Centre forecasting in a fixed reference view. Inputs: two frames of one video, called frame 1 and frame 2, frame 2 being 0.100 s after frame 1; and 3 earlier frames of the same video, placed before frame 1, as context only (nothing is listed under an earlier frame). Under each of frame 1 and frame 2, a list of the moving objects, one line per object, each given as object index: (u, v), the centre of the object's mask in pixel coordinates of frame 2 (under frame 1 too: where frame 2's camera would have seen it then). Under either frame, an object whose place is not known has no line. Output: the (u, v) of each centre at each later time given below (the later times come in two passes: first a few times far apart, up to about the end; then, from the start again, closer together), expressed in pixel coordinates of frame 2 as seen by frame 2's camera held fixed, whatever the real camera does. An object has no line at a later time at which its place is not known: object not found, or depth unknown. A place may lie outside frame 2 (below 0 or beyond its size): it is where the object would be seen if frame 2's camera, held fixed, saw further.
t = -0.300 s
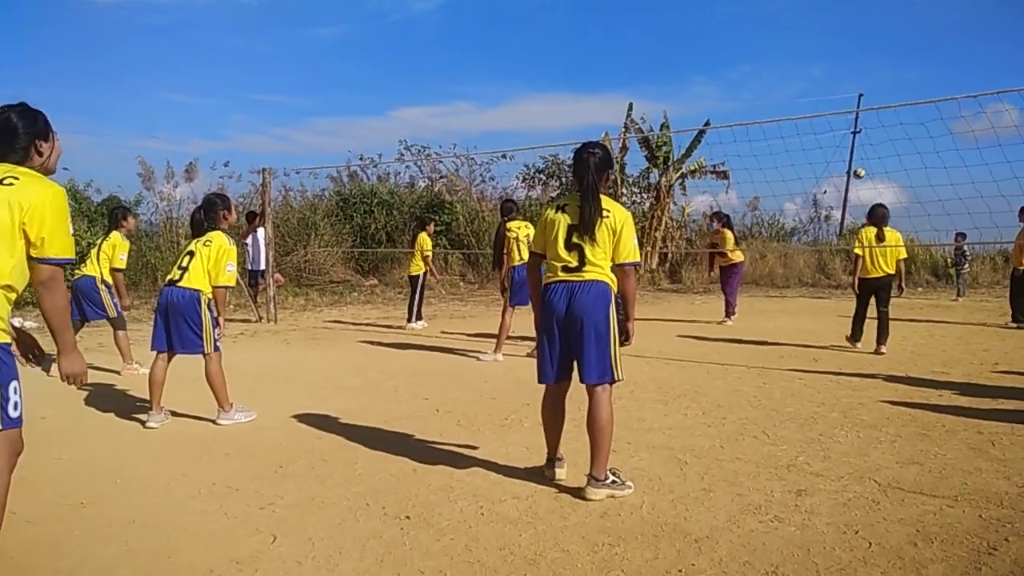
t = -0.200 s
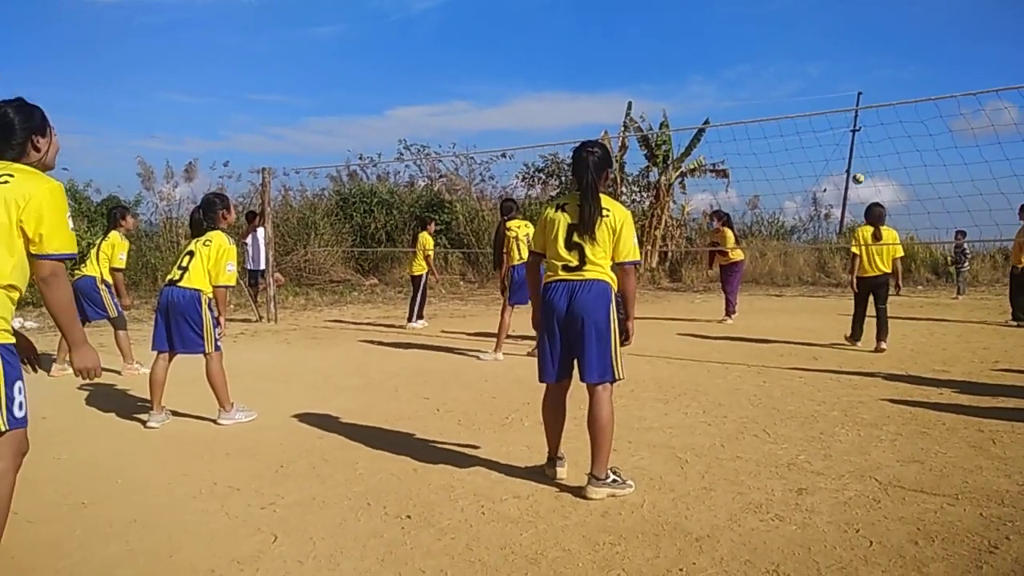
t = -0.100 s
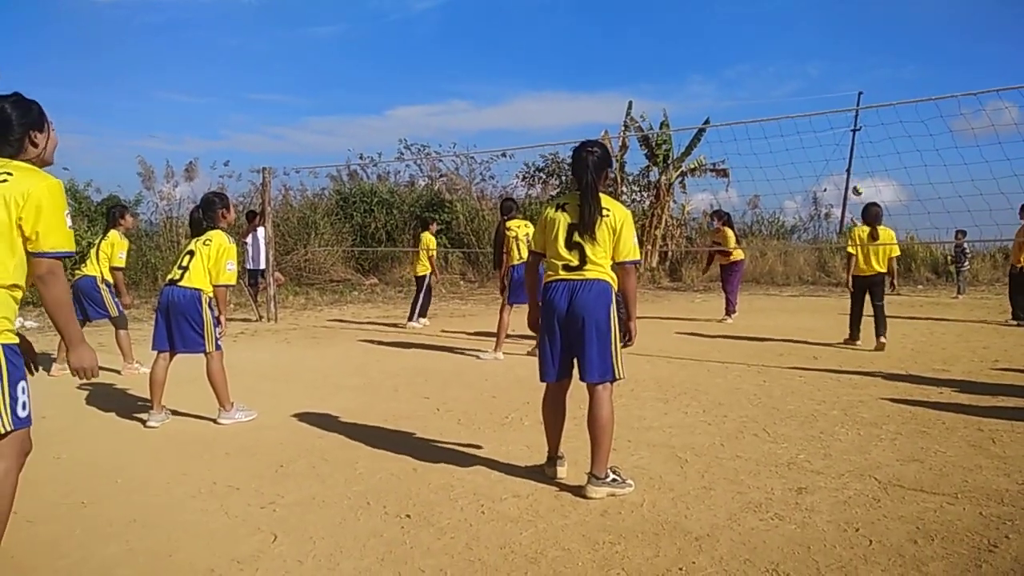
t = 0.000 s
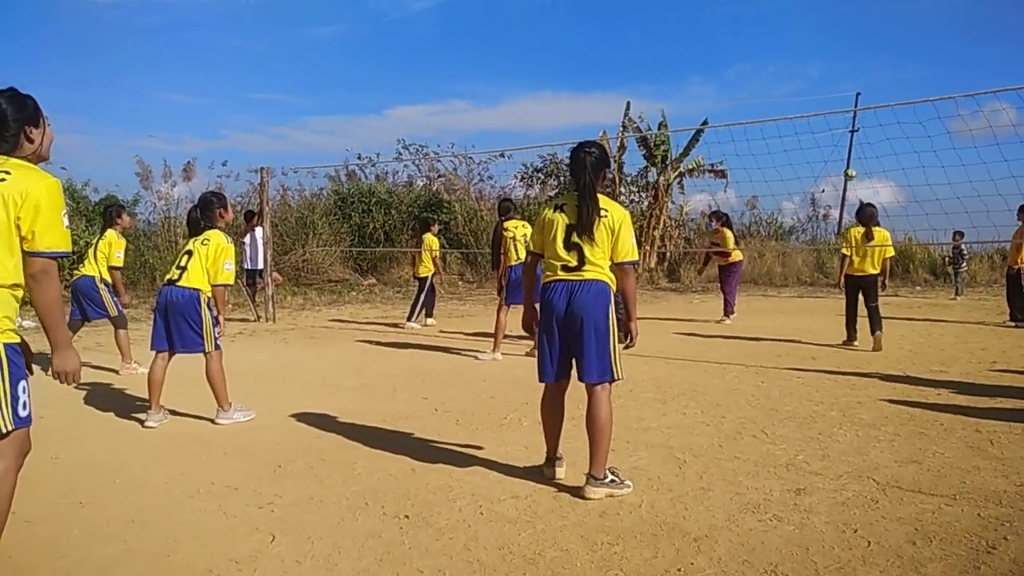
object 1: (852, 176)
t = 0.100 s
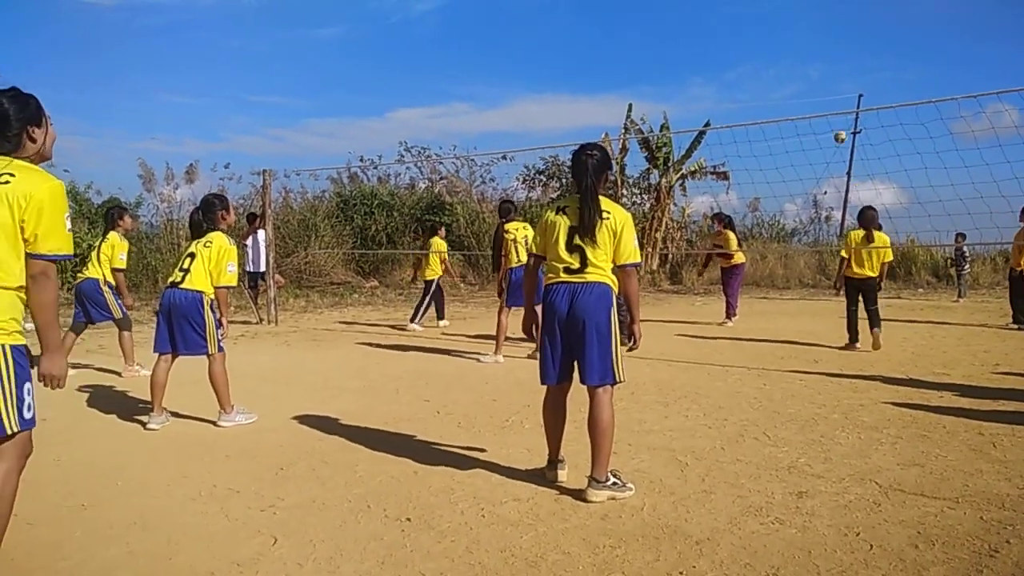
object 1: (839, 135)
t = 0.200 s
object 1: (826, 99)
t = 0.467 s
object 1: (779, 15)
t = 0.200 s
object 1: (826, 99)
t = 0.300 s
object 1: (808, 66)
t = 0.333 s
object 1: (802, 55)
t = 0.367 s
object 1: (796, 44)
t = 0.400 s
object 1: (791, 34)
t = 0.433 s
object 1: (785, 24)
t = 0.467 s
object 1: (779, 15)
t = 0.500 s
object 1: (772, 7)
